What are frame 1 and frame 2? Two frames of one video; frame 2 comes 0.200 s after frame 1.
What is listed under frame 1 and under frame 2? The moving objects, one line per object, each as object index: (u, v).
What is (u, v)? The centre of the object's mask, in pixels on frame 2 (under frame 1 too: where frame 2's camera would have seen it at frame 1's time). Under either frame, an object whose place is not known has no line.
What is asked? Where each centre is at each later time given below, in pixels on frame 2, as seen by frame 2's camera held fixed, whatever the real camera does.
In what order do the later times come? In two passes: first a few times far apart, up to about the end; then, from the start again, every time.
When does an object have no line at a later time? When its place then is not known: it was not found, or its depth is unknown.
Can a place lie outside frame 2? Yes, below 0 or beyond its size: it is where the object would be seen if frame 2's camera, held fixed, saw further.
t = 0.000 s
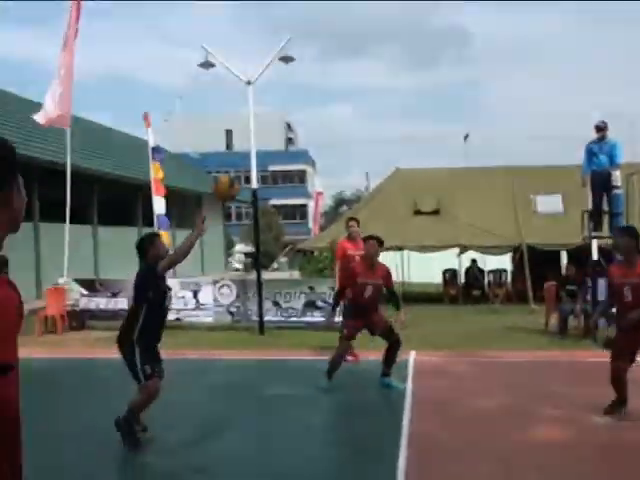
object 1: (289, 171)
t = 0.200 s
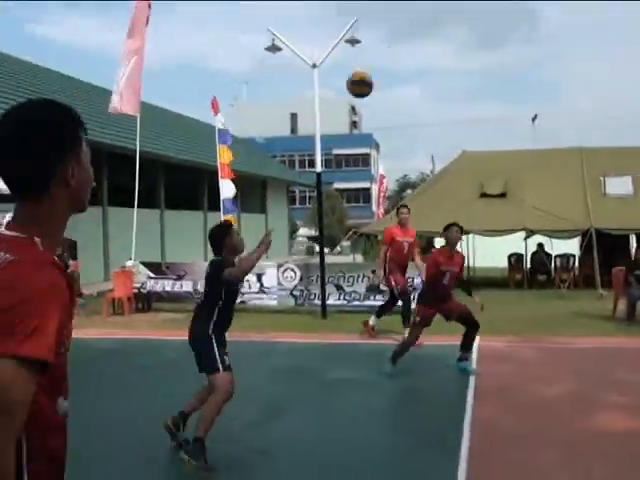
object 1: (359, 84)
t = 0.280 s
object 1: (388, 63)
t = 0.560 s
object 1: (492, 49)
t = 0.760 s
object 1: (564, 103)
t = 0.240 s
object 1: (374, 73)
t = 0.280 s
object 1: (388, 63)
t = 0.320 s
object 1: (403, 55)
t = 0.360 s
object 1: (418, 50)
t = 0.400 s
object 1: (433, 45)
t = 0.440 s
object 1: (449, 43)
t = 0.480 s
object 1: (463, 42)
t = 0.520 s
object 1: (478, 44)
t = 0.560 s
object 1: (492, 49)
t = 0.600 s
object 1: (507, 55)
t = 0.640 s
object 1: (521, 64)
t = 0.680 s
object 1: (534, 75)
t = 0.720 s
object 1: (549, 87)
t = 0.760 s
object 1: (564, 103)
